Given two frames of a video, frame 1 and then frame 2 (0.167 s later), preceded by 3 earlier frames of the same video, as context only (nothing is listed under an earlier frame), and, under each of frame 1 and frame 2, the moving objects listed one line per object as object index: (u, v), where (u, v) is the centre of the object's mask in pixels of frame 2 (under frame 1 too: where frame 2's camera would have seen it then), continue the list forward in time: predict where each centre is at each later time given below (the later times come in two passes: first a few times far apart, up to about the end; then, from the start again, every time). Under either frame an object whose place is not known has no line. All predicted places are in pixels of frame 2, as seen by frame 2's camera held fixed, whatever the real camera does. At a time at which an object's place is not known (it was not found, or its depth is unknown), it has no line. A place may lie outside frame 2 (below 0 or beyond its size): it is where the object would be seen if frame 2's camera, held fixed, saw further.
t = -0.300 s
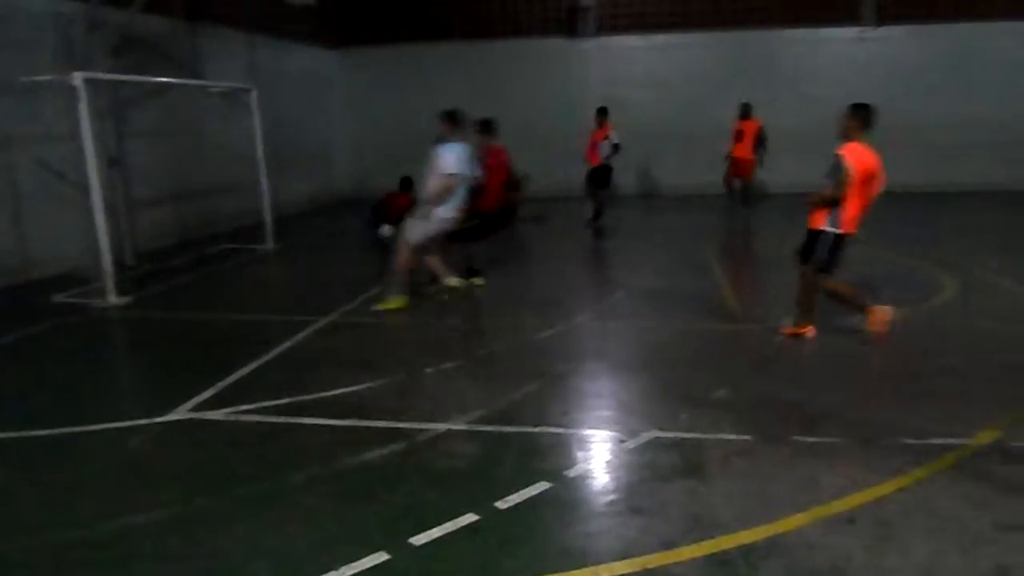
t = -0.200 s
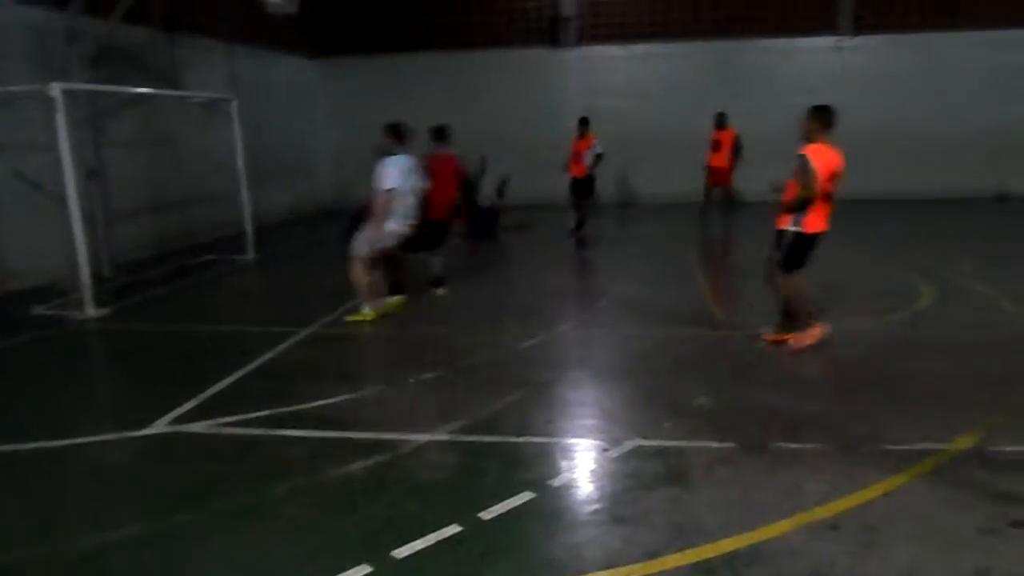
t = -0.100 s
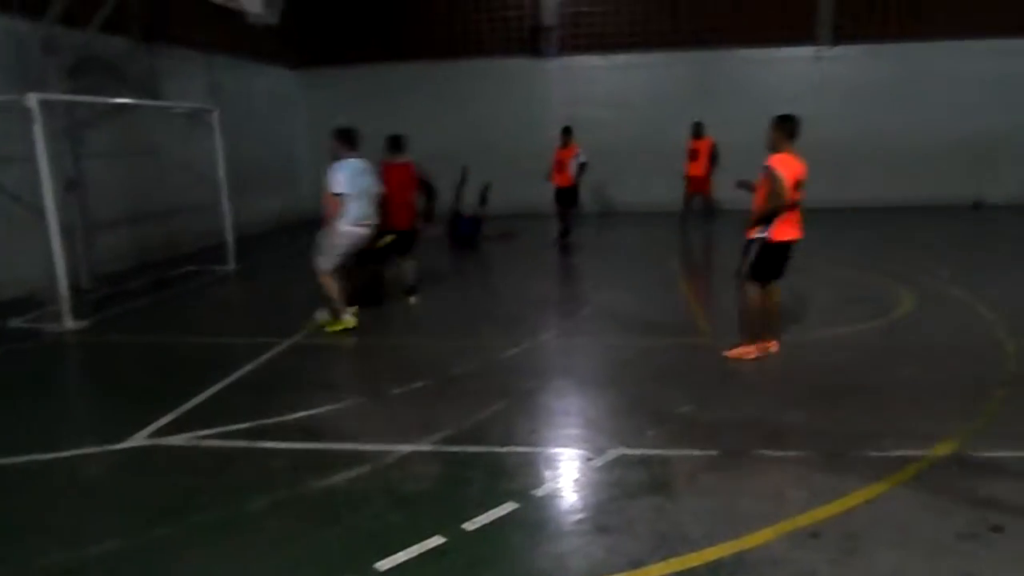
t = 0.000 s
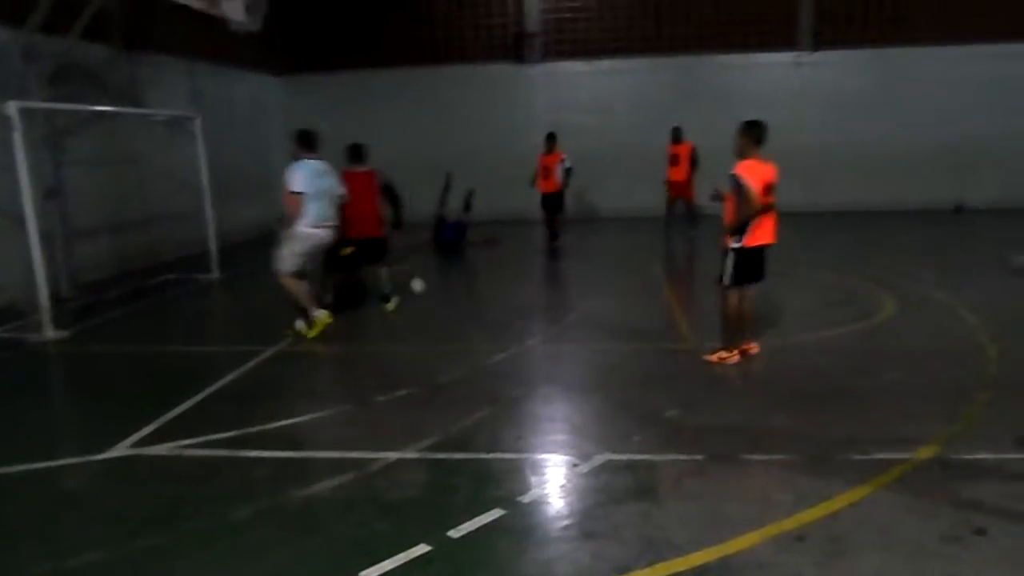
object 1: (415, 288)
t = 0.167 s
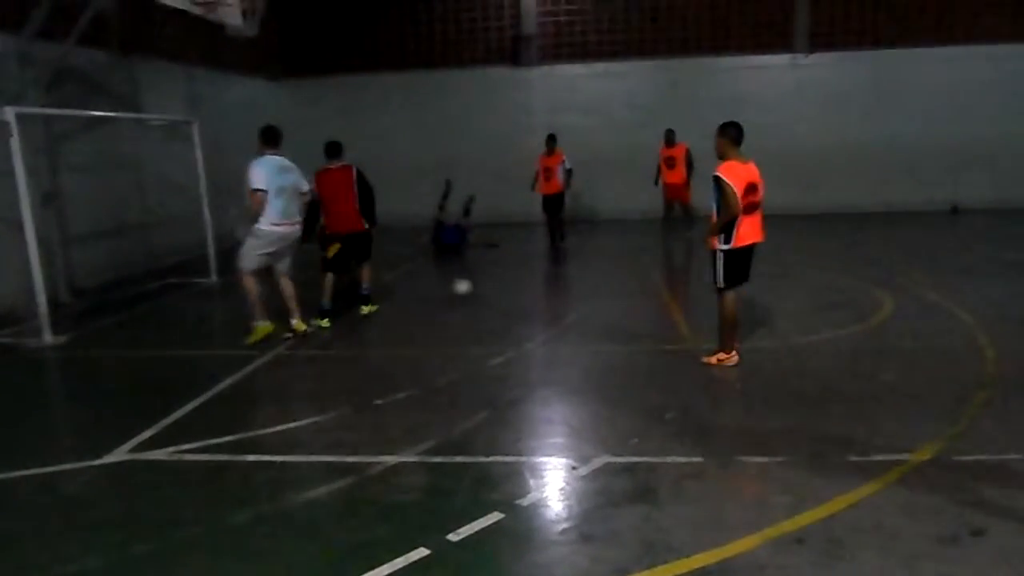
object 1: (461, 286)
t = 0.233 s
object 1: (483, 293)
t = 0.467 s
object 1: (560, 300)
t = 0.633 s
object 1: (623, 307)
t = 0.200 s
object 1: (471, 289)
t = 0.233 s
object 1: (483, 293)
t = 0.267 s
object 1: (494, 293)
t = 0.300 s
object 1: (506, 294)
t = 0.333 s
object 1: (516, 294)
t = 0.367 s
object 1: (526, 295)
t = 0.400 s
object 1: (537, 298)
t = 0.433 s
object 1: (549, 299)
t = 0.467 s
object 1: (560, 300)
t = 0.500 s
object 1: (572, 302)
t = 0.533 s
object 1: (584, 303)
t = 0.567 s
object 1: (597, 305)
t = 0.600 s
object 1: (609, 306)
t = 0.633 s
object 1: (623, 307)
